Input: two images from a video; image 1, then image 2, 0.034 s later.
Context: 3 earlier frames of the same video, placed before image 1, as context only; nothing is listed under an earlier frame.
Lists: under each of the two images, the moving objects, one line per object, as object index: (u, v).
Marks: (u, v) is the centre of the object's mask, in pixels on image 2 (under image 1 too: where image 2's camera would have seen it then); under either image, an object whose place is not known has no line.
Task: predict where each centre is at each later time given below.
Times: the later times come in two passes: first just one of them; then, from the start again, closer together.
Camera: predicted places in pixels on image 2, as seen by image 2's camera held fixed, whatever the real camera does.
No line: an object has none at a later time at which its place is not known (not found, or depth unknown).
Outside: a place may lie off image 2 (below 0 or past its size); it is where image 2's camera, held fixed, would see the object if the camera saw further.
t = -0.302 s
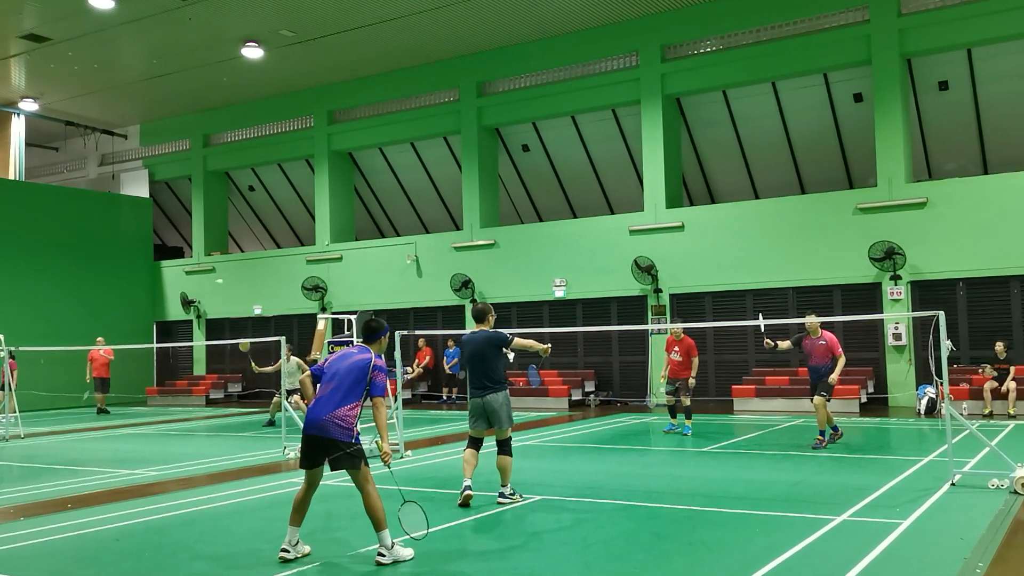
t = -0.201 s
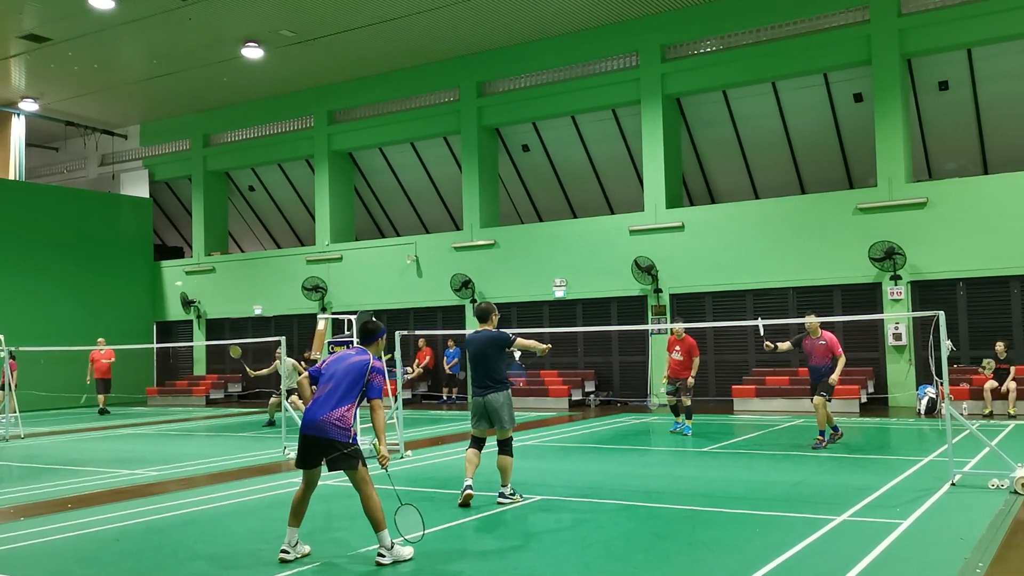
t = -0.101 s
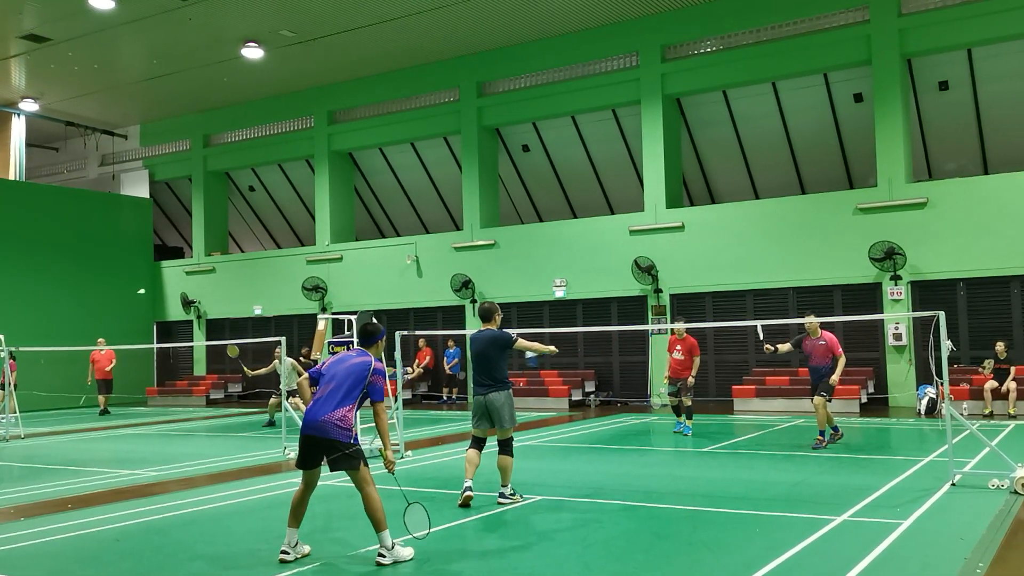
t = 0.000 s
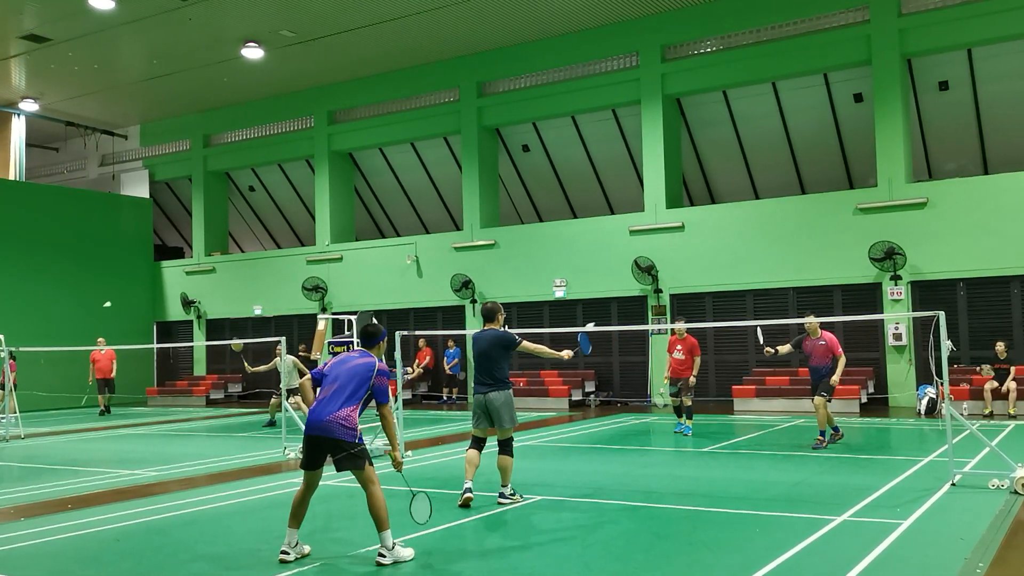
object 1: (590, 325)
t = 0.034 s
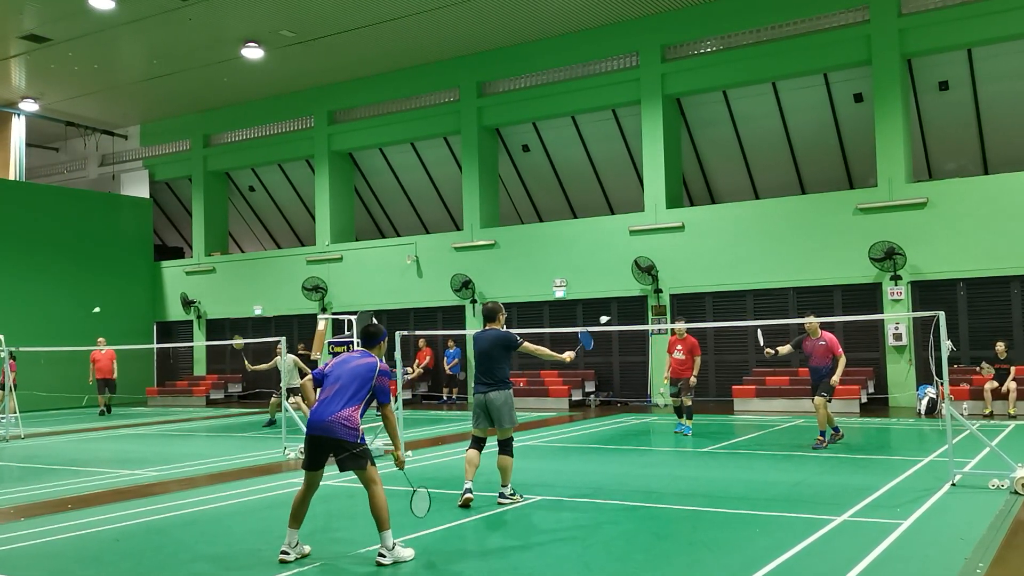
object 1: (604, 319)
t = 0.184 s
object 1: (663, 307)
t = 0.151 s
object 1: (652, 308)
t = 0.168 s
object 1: (658, 308)
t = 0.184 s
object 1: (663, 307)
